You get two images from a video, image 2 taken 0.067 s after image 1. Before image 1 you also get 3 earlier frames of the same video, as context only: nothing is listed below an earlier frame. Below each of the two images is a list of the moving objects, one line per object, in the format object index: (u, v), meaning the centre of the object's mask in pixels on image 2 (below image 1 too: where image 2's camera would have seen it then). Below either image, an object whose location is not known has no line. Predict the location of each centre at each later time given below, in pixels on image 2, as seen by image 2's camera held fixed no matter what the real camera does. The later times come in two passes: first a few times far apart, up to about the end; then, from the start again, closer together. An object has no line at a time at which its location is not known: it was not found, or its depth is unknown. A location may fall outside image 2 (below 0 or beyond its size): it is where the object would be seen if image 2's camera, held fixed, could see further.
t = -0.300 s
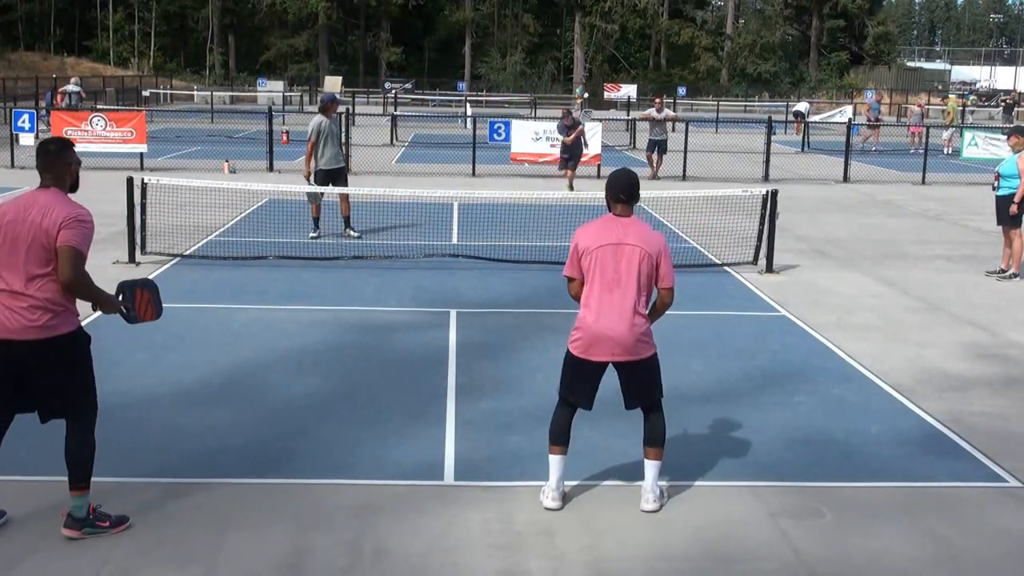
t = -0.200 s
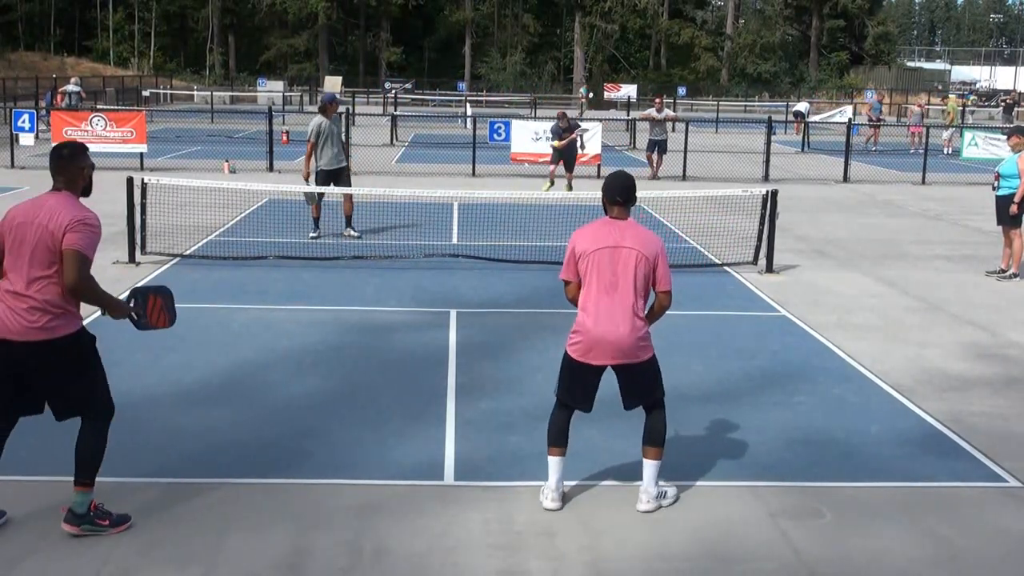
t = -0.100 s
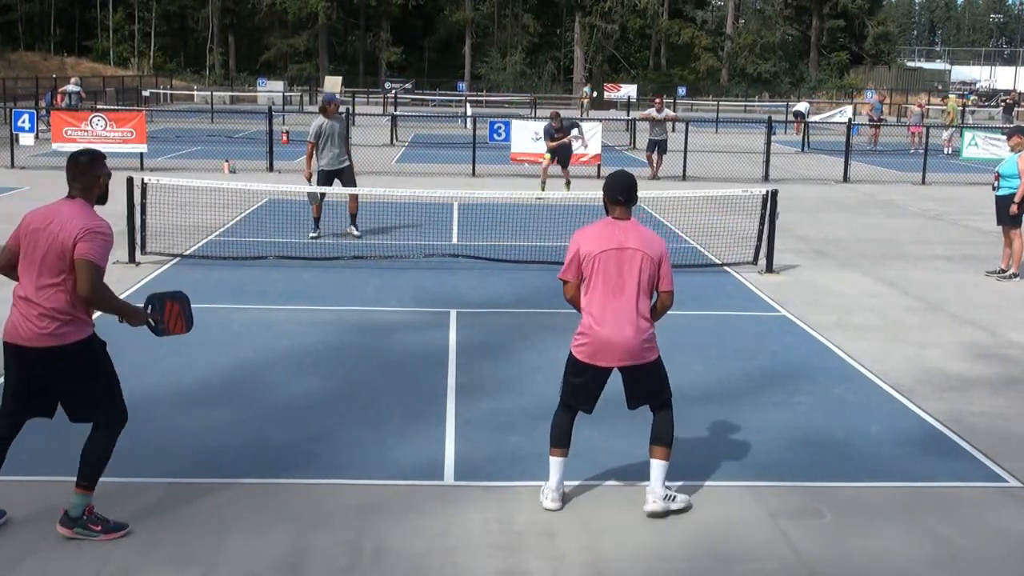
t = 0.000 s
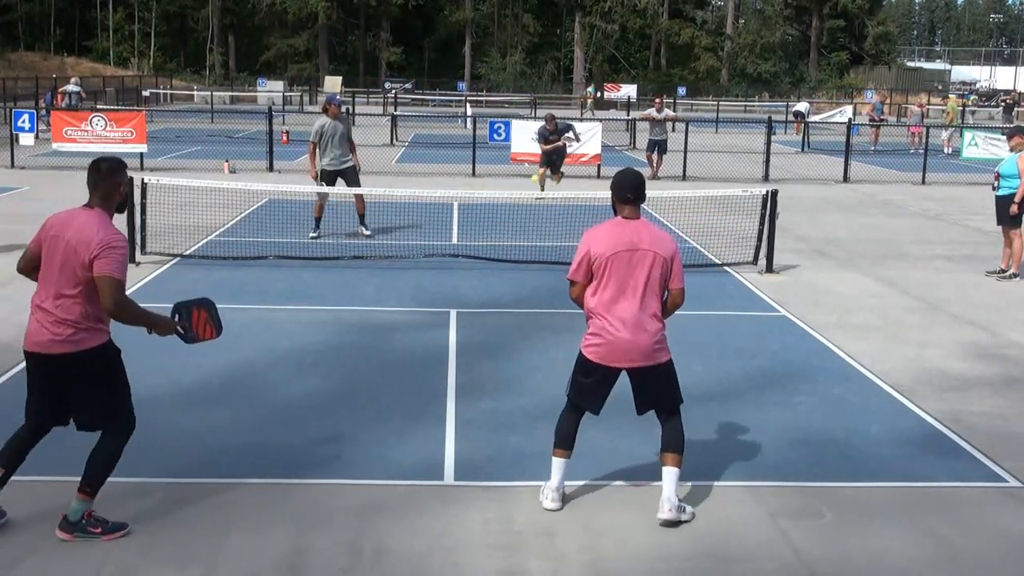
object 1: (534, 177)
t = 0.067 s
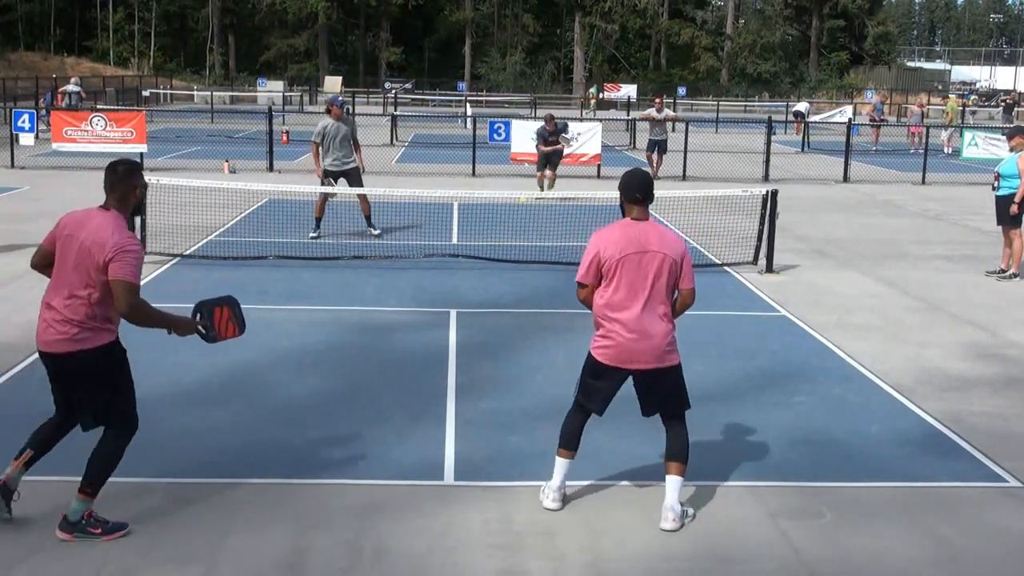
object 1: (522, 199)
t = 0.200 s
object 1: (494, 260)
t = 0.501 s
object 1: (398, 337)
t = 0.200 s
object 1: (494, 260)
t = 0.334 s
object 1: (451, 351)
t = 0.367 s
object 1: (442, 345)
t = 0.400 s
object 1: (432, 341)
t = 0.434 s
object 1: (422, 339)
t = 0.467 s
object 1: (410, 337)
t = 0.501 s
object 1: (398, 337)
